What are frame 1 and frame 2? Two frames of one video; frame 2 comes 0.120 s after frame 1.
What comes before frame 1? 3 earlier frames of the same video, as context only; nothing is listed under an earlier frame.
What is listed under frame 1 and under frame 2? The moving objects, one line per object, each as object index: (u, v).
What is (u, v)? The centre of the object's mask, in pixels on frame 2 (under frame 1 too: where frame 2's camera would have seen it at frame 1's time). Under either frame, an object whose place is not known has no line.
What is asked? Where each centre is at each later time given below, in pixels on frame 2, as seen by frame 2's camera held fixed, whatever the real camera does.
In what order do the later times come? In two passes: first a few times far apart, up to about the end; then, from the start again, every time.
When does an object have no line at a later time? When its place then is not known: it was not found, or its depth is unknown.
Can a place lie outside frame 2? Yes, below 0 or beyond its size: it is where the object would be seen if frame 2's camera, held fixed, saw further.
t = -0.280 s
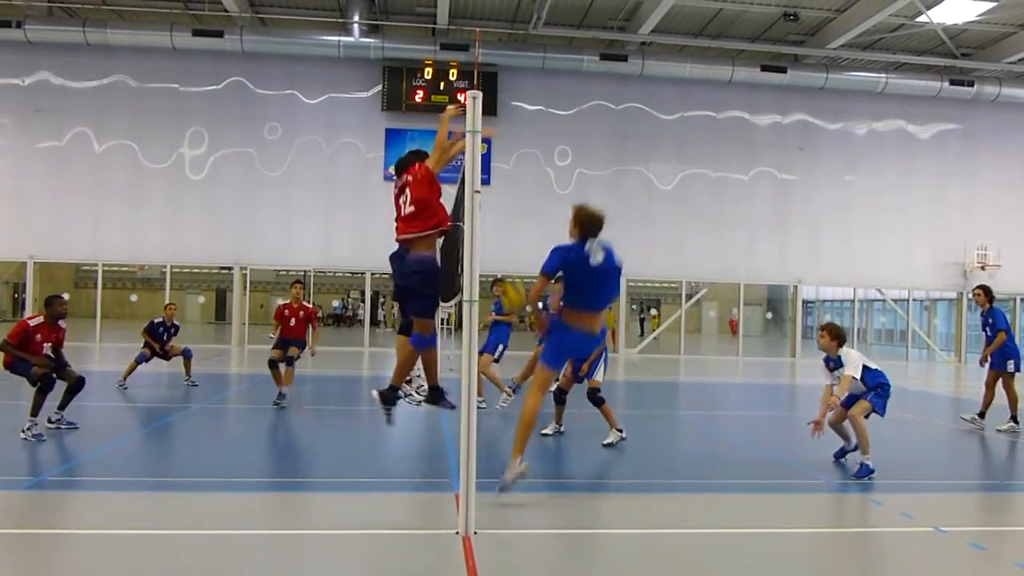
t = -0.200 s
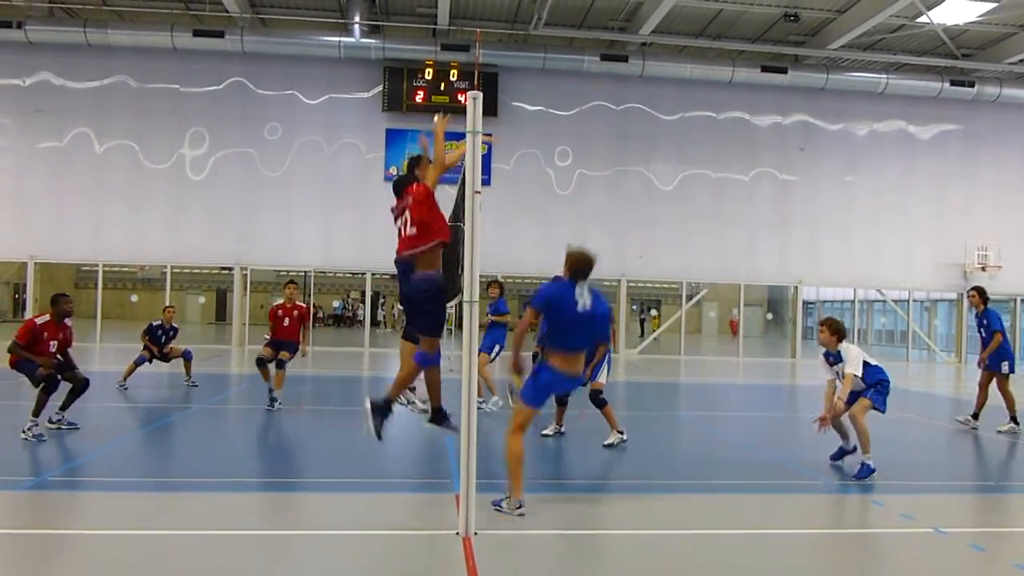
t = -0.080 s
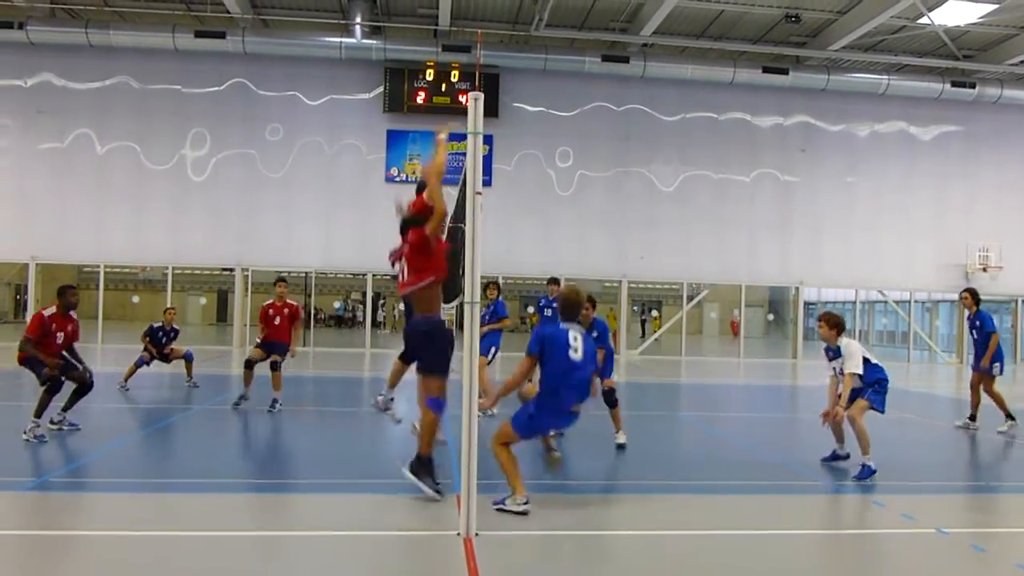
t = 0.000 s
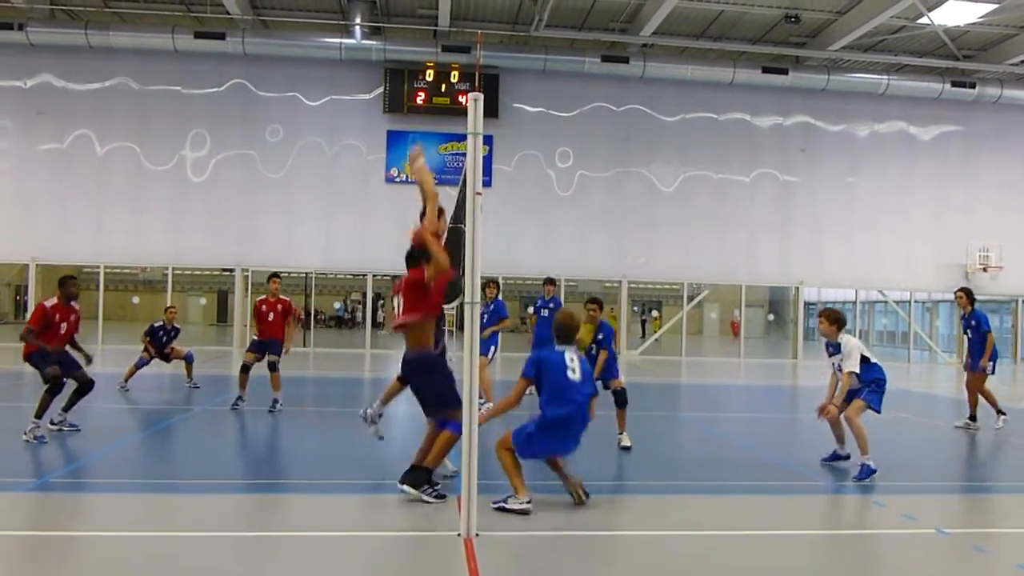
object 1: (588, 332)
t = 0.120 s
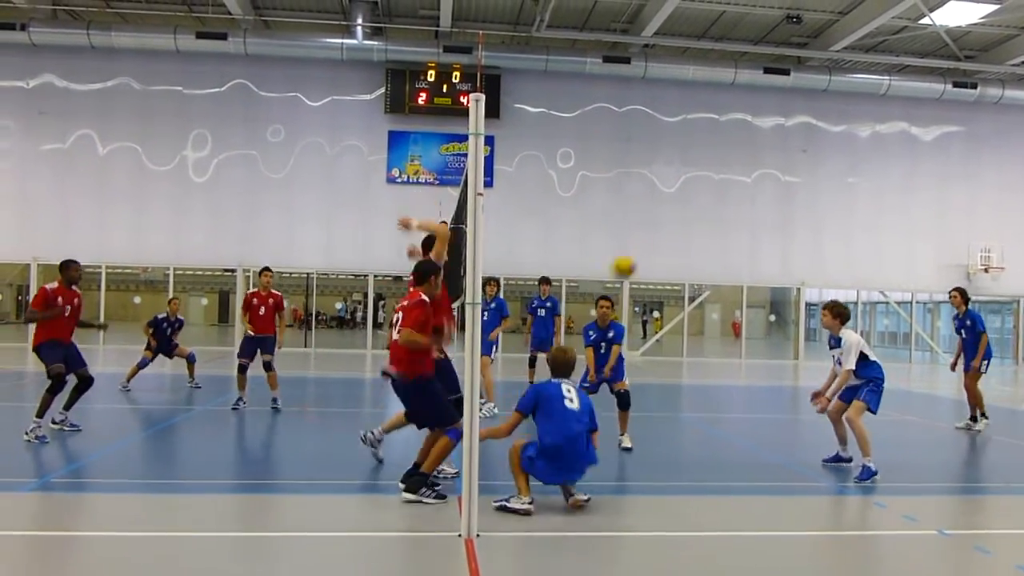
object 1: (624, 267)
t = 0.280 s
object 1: (678, 201)
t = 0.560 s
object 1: (765, 157)
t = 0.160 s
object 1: (638, 247)
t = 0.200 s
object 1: (652, 230)
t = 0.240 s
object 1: (665, 215)
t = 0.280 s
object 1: (678, 201)
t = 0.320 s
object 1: (691, 189)
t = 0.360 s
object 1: (704, 179)
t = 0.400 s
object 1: (717, 172)
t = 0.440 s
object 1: (730, 165)
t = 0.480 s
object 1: (741, 162)
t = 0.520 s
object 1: (753, 159)
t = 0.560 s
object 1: (765, 157)
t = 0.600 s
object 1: (777, 158)
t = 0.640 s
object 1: (789, 161)
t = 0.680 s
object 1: (799, 165)
